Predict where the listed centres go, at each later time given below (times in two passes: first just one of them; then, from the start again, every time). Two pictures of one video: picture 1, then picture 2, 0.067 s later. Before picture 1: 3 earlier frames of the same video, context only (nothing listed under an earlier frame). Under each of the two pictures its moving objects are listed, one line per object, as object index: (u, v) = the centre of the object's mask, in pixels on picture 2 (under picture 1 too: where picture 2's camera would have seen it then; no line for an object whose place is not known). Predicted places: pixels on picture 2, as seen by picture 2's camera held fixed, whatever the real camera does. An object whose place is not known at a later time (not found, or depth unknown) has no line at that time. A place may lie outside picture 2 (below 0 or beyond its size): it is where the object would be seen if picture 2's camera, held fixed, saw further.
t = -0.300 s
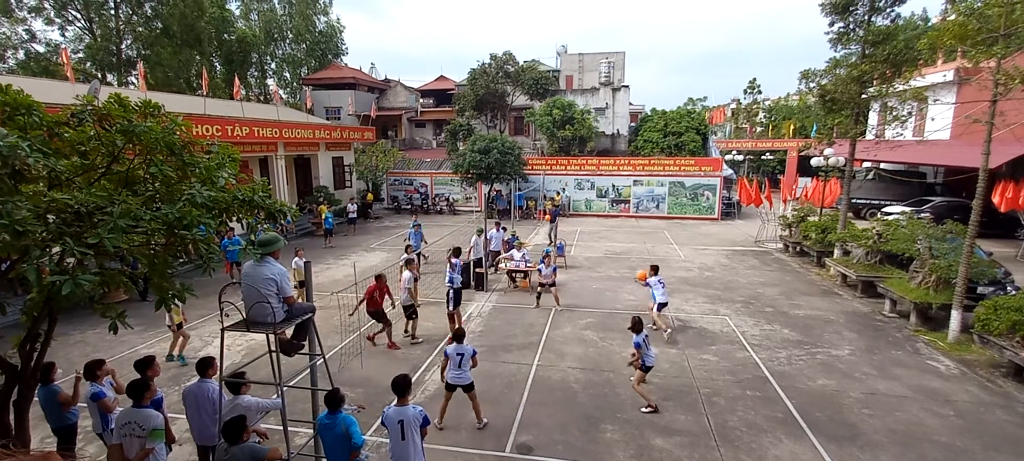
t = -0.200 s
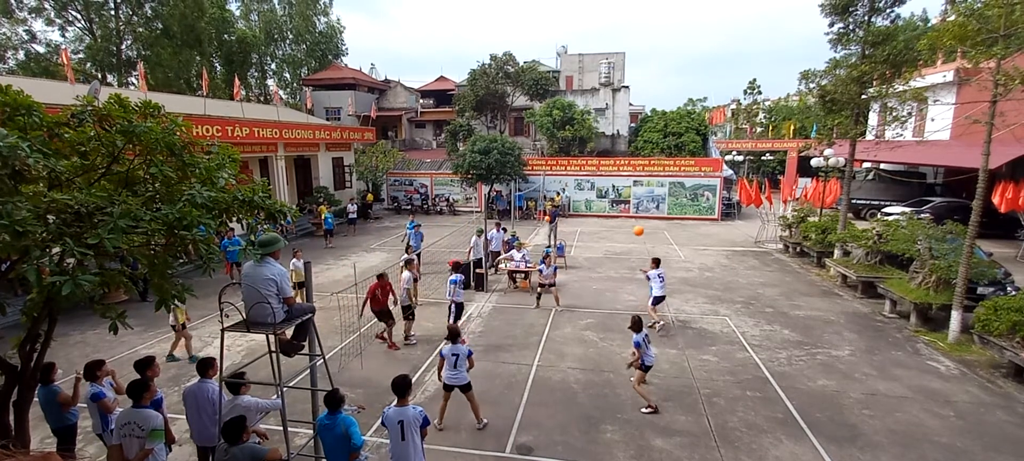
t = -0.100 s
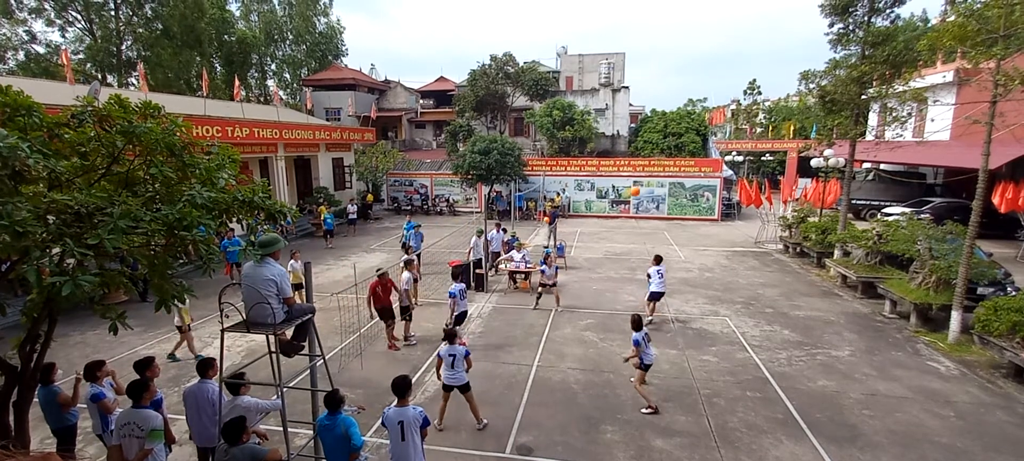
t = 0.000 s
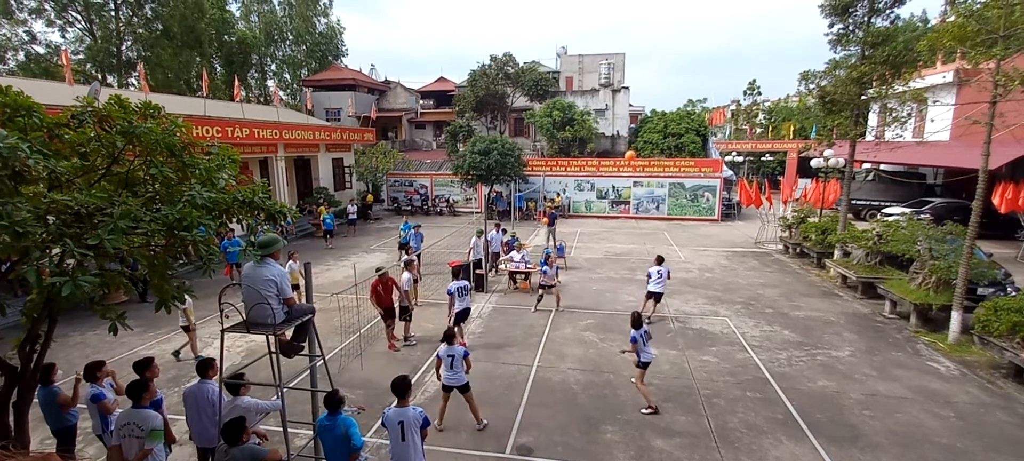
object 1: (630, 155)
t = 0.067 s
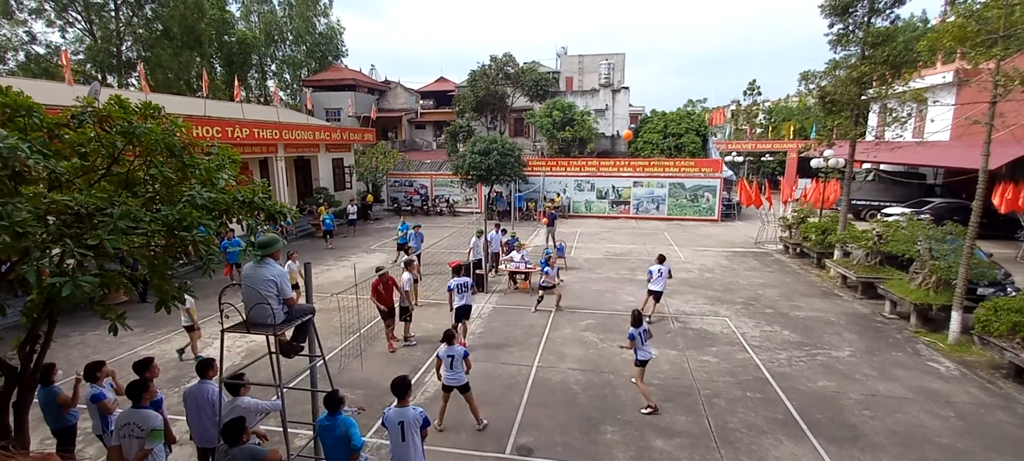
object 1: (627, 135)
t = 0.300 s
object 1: (615, 78)
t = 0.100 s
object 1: (626, 125)
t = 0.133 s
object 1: (624, 116)
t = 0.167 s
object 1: (622, 107)
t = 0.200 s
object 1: (620, 99)
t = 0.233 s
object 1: (618, 92)
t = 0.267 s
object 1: (617, 86)
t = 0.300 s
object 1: (615, 78)
